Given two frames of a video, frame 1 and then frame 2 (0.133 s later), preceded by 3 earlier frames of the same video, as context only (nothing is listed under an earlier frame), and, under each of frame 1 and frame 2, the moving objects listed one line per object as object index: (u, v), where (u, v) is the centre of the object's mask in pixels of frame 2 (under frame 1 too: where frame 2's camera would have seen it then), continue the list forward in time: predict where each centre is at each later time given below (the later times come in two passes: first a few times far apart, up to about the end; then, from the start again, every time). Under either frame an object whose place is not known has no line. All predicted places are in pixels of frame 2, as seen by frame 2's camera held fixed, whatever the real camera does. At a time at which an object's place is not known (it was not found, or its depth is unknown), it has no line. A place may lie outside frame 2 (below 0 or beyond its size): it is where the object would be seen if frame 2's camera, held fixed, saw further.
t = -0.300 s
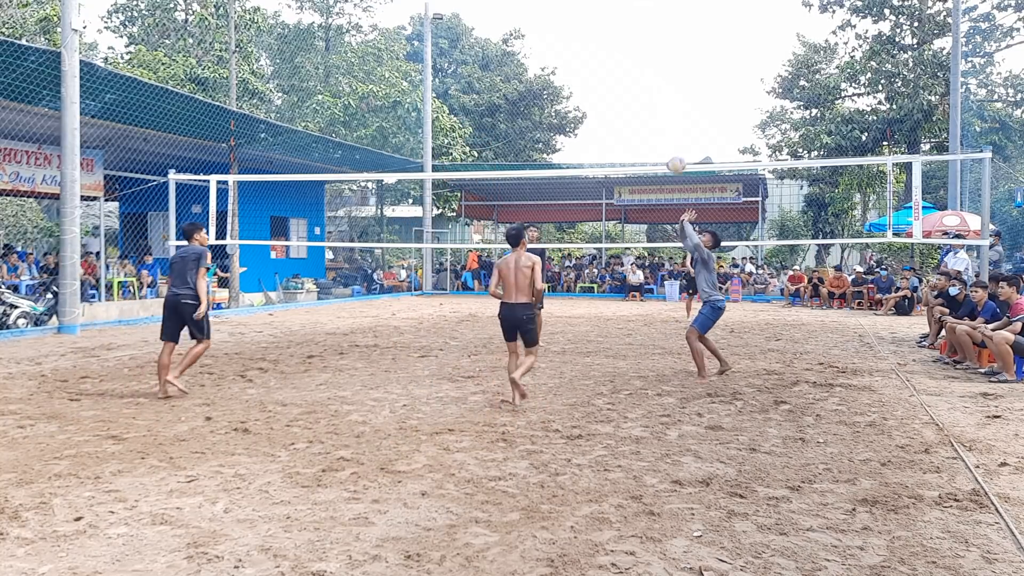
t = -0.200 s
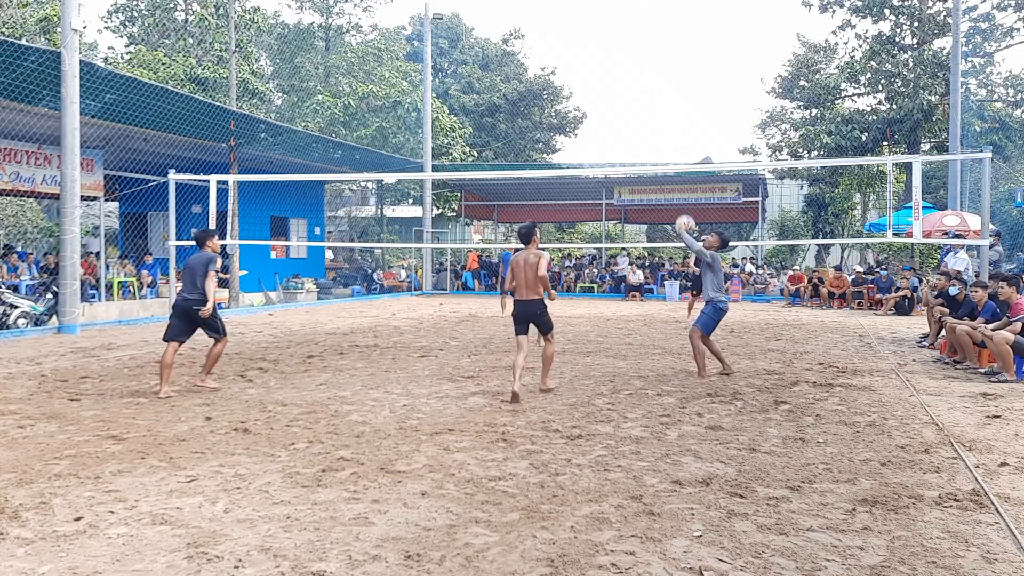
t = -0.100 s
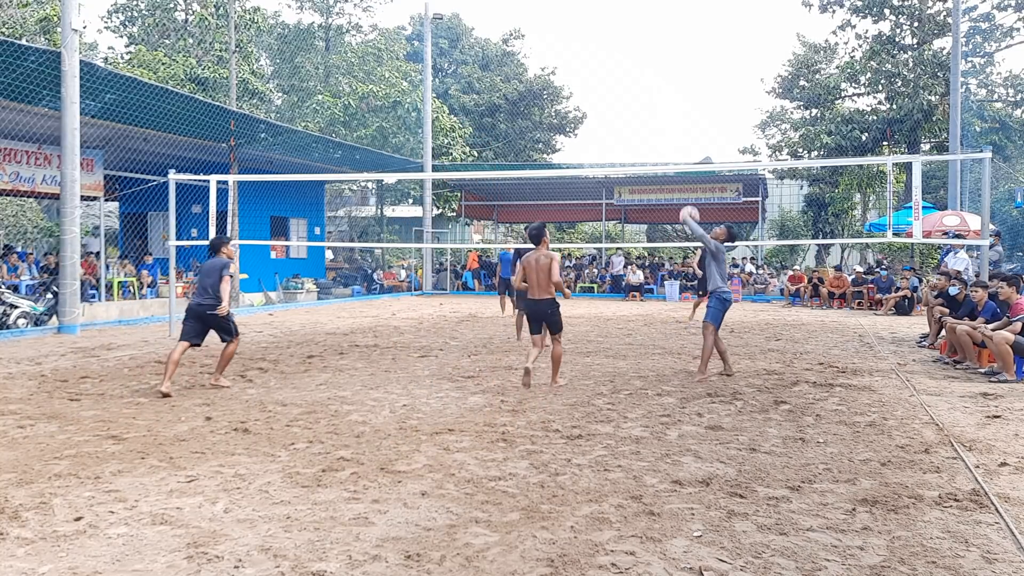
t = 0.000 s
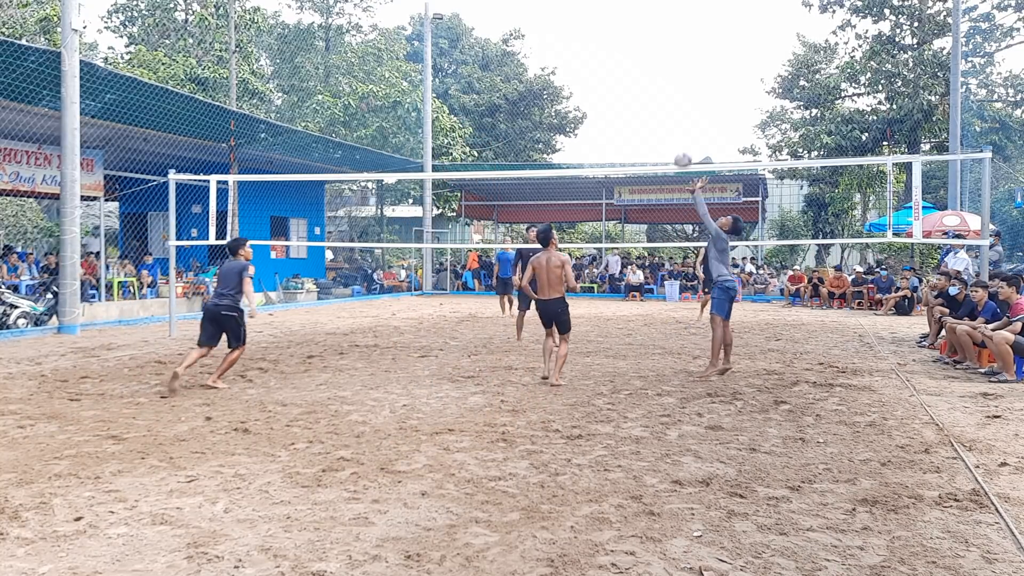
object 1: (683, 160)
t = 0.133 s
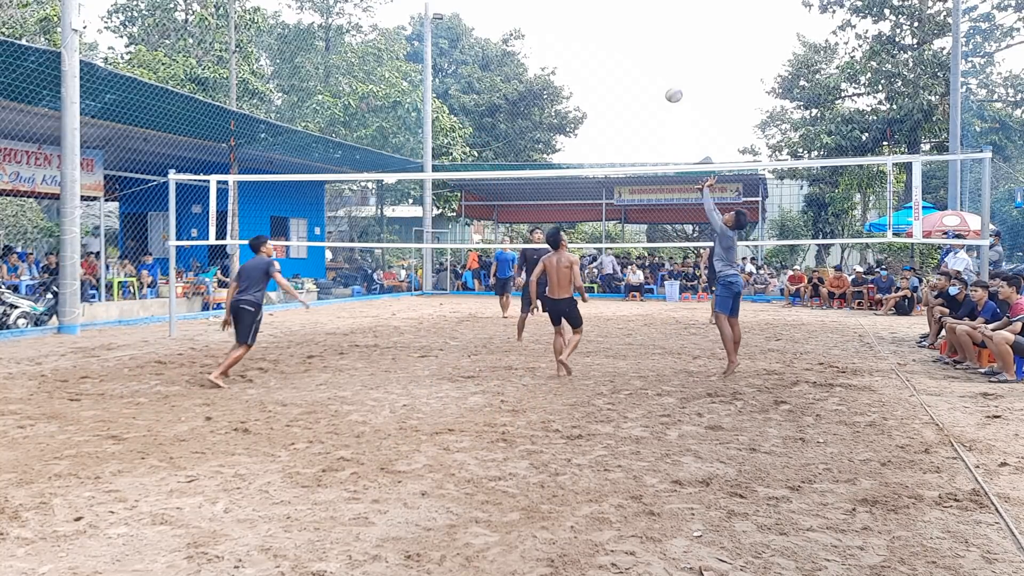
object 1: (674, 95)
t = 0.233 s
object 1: (667, 59)
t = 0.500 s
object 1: (651, 9)
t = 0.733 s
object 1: (637, 17)
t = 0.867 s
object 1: (629, 41)
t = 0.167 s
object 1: (672, 82)
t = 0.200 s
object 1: (669, 70)
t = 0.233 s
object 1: (667, 59)
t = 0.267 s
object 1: (665, 49)
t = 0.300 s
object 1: (663, 40)
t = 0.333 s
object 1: (661, 33)
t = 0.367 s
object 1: (658, 26)
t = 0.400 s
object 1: (657, 20)
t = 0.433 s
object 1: (655, 16)
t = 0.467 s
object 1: (653, 12)
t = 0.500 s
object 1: (651, 9)
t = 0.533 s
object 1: (649, 7)
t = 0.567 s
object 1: (647, 7)
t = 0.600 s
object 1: (645, 7)
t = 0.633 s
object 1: (643, 7)
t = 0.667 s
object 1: (641, 10)
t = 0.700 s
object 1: (638, 13)
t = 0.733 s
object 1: (637, 17)
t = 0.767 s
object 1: (635, 22)
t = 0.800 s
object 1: (633, 28)
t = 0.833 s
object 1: (631, 34)
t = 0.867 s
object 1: (629, 41)
